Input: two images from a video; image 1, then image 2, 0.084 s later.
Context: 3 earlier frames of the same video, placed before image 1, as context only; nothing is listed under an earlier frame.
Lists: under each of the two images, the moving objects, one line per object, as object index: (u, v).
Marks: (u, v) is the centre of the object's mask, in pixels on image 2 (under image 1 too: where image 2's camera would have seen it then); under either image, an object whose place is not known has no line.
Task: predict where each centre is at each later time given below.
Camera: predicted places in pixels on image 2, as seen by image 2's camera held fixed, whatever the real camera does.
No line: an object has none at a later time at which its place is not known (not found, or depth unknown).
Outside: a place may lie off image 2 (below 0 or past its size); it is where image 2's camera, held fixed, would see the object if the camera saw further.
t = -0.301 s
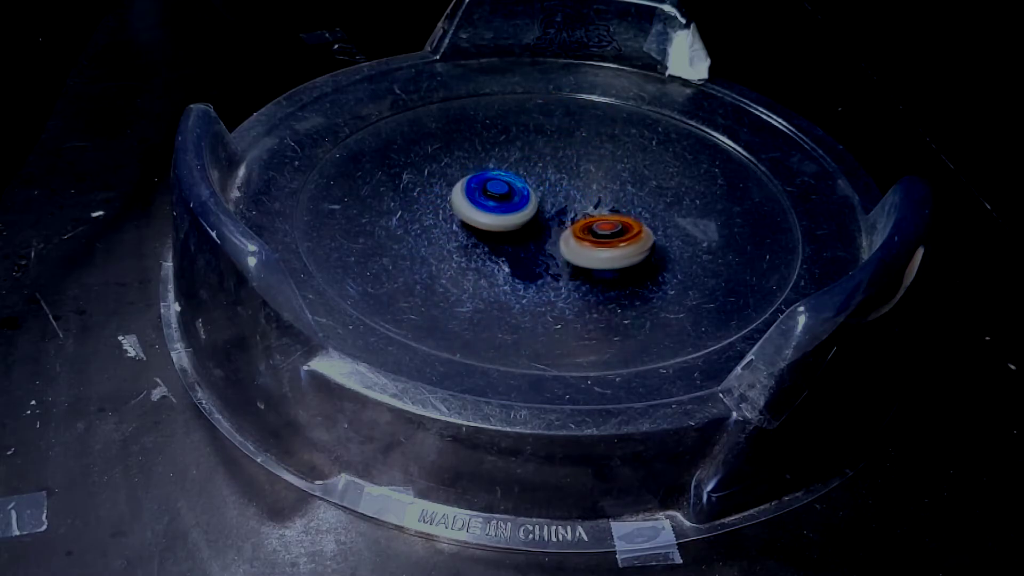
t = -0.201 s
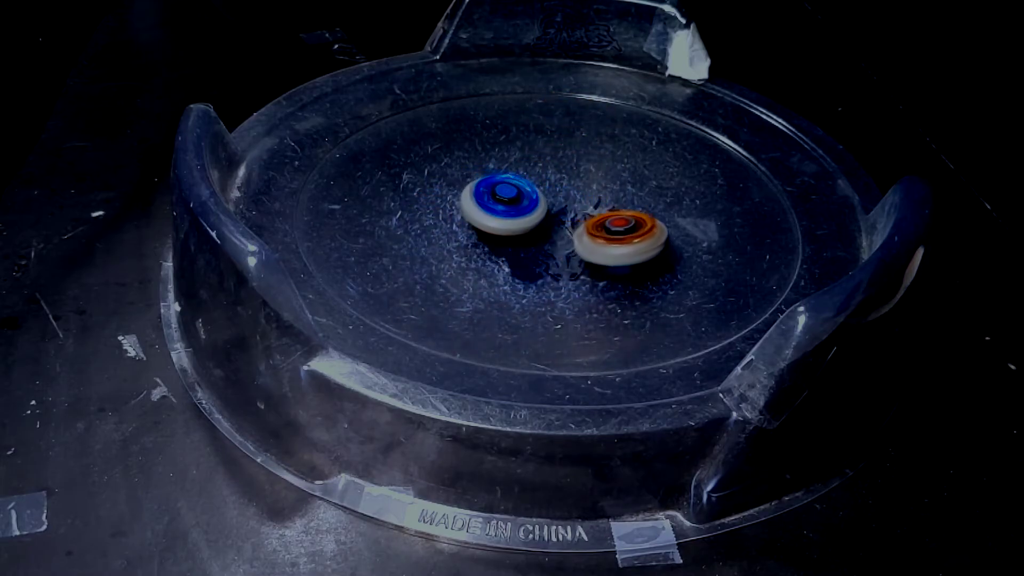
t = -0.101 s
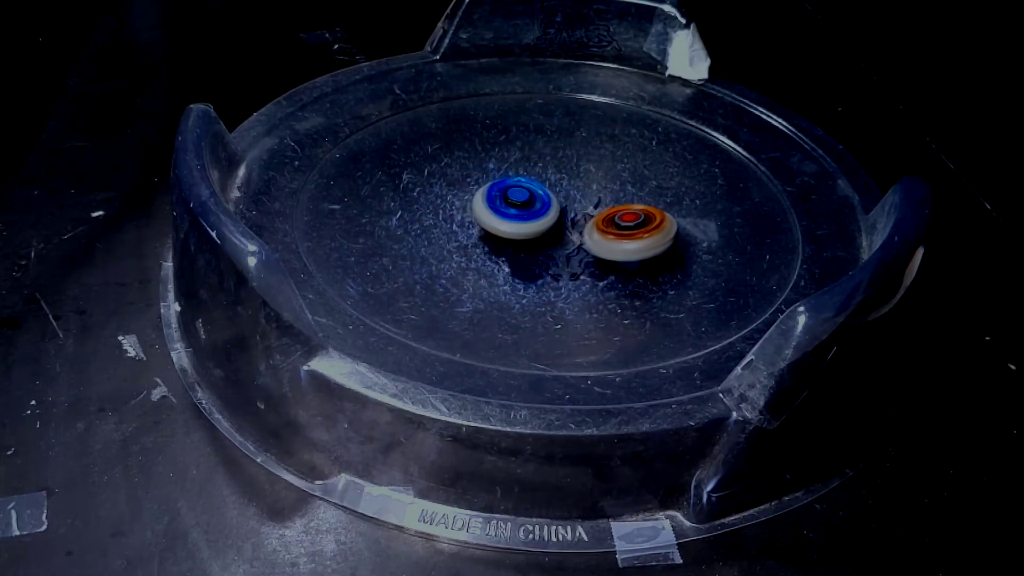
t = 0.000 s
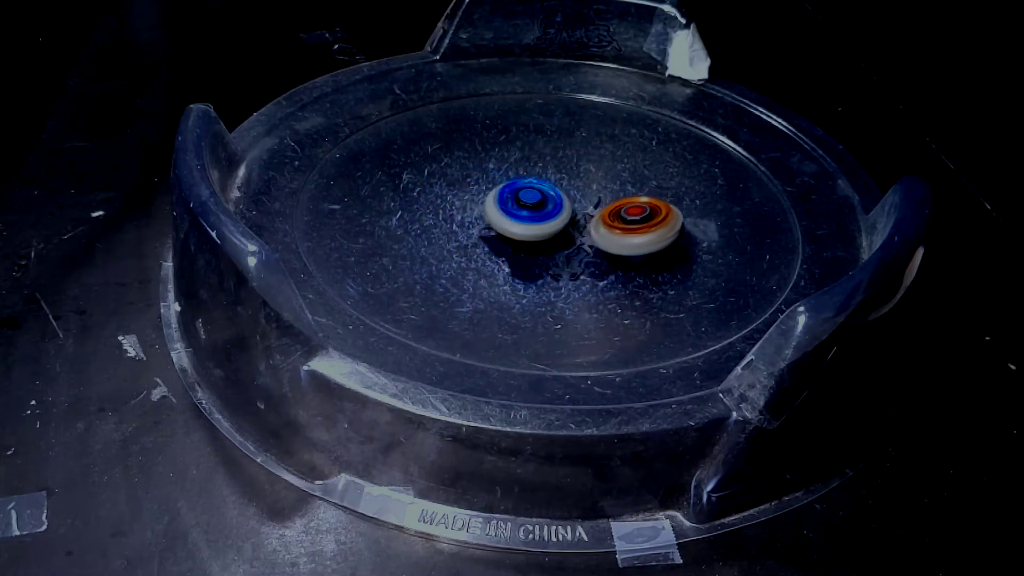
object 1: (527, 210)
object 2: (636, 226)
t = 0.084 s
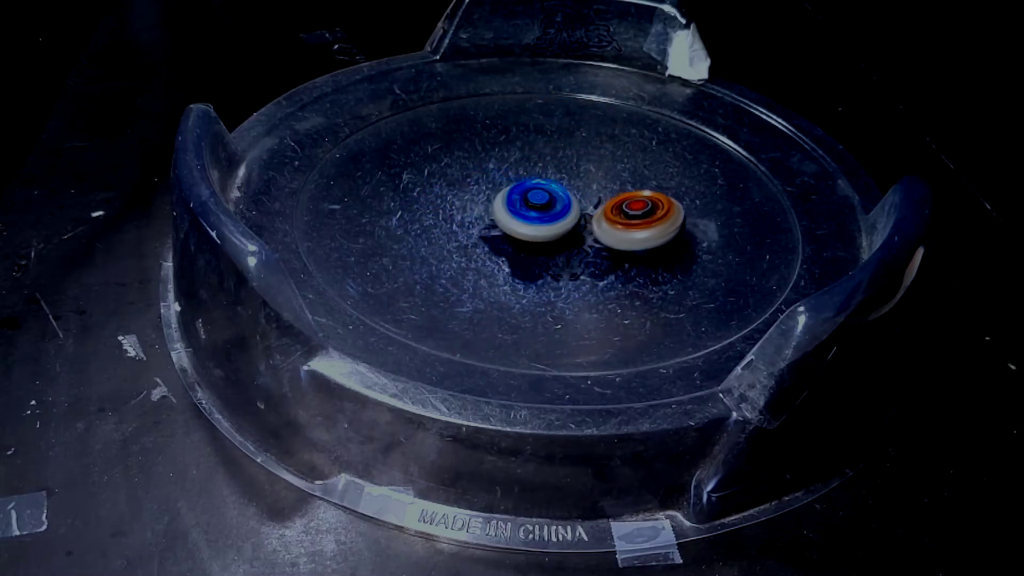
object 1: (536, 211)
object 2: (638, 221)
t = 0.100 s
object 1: (538, 211)
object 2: (638, 220)
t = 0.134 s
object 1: (541, 212)
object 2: (637, 217)
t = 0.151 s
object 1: (543, 212)
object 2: (637, 216)
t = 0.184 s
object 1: (534, 210)
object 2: (648, 213)
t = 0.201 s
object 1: (524, 209)
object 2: (659, 211)
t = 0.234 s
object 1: (509, 208)
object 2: (672, 209)
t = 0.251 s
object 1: (505, 207)
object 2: (674, 208)
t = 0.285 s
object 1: (502, 208)
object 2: (678, 207)
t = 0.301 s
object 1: (502, 209)
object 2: (679, 207)
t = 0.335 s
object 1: (502, 211)
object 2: (680, 207)
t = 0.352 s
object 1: (502, 212)
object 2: (680, 207)
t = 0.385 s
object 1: (503, 214)
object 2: (680, 207)
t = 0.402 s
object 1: (504, 215)
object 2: (680, 207)
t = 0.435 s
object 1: (505, 217)
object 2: (678, 207)
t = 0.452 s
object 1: (506, 218)
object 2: (675, 207)
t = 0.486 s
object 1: (508, 219)
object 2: (671, 207)
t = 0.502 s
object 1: (509, 220)
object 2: (668, 208)
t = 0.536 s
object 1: (511, 222)
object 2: (661, 208)
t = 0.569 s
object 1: (513, 223)
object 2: (655, 208)
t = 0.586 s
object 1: (514, 224)
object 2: (650, 208)
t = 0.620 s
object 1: (516, 225)
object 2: (642, 208)
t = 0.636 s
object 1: (517, 225)
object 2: (638, 208)
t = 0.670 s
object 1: (518, 226)
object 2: (630, 207)
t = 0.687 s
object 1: (519, 226)
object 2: (625, 207)
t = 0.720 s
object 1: (521, 227)
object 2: (616, 207)
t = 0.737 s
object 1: (522, 227)
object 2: (611, 207)
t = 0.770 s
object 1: (520, 229)
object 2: (605, 205)
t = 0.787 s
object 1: (507, 232)
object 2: (612, 200)
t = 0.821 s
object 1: (488, 236)
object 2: (622, 191)
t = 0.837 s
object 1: (482, 239)
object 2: (624, 187)
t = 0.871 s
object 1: (477, 241)
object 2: (623, 182)
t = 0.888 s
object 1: (476, 242)
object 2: (621, 180)
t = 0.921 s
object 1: (476, 244)
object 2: (618, 178)
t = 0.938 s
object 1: (477, 246)
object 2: (617, 178)
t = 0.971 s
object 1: (478, 247)
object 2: (612, 177)
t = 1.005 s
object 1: (480, 249)
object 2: (607, 176)
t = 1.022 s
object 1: (481, 250)
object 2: (605, 176)
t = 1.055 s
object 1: (484, 251)
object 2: (599, 176)
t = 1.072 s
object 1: (485, 252)
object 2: (596, 176)
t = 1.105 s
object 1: (487, 253)
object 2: (590, 177)
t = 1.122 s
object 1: (488, 253)
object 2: (587, 177)
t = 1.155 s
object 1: (491, 254)
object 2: (581, 177)
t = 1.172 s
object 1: (492, 254)
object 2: (577, 177)
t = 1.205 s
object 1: (495, 255)
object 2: (571, 178)
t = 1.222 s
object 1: (496, 255)
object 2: (568, 178)
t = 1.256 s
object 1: (499, 255)
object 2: (561, 178)
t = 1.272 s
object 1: (501, 255)
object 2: (558, 179)
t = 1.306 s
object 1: (504, 255)
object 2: (551, 180)
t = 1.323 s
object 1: (506, 255)
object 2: (548, 180)
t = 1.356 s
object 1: (509, 254)
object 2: (541, 181)
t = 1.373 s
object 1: (511, 254)
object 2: (538, 182)
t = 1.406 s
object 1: (515, 253)
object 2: (532, 183)
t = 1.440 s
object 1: (519, 252)
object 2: (525, 184)
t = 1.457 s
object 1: (520, 251)
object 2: (522, 184)
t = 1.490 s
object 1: (524, 249)
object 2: (516, 185)
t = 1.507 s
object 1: (525, 248)
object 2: (513, 186)
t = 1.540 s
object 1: (528, 245)
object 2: (507, 186)
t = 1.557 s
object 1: (529, 244)
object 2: (503, 187)
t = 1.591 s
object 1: (532, 241)
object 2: (497, 187)
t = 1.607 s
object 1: (533, 240)
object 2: (493, 187)
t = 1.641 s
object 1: (536, 237)
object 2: (487, 188)
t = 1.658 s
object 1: (541, 238)
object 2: (483, 187)
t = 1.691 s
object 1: (548, 240)
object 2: (475, 183)
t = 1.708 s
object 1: (551, 239)
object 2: (472, 182)
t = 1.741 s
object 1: (555, 238)
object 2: (467, 181)
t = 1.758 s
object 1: (557, 237)
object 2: (465, 181)
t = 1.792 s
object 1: (561, 235)
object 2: (462, 181)
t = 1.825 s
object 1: (565, 232)
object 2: (459, 182)
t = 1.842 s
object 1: (568, 230)
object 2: (457, 182)
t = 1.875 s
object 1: (571, 227)
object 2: (455, 183)
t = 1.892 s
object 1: (572, 225)
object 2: (453, 183)
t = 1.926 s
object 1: (575, 222)
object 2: (452, 184)
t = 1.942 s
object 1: (576, 220)
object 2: (451, 185)
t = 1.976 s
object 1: (577, 217)
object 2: (451, 186)
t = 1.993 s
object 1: (578, 216)
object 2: (451, 187)
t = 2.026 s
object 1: (579, 213)
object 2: (452, 188)
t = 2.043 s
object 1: (579, 211)
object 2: (453, 190)
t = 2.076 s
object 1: (579, 208)
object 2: (455, 192)
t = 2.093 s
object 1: (579, 207)
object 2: (456, 193)
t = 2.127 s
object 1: (578, 204)
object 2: (459, 196)
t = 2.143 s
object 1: (577, 203)
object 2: (460, 198)
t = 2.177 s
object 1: (576, 201)
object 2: (464, 201)
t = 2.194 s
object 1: (575, 200)
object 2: (467, 203)
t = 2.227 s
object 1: (574, 198)
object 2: (471, 206)
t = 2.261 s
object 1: (572, 196)
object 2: (475, 210)
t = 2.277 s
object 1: (571, 195)
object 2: (478, 212)
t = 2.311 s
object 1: (569, 193)
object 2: (482, 215)
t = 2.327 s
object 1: (568, 193)
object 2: (485, 217)
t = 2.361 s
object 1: (566, 193)
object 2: (490, 221)
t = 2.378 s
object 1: (564, 192)
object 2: (492, 222)
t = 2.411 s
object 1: (562, 192)
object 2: (498, 226)
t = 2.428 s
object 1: (561, 192)
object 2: (501, 228)
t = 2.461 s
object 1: (559, 192)
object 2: (507, 231)
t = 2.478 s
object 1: (558, 191)
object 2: (509, 233)
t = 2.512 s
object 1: (556, 192)
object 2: (515, 236)
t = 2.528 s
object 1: (555, 192)
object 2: (517, 238)
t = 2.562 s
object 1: (553, 192)
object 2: (522, 241)
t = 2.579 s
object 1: (553, 192)
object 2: (525, 242)
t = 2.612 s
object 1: (551, 193)
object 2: (530, 245)
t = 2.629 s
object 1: (551, 194)
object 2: (533, 246)
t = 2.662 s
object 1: (549, 195)
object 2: (538, 248)
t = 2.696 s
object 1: (548, 196)
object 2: (544, 250)
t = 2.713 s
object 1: (547, 197)
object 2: (546, 250)
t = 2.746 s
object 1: (545, 199)
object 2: (552, 252)
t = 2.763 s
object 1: (544, 199)
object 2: (555, 253)
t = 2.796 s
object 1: (542, 201)
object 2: (560, 254)
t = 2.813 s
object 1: (542, 202)
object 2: (563, 254)
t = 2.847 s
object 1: (540, 203)
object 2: (568, 255)
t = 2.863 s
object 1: (539, 204)
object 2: (570, 255)
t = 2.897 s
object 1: (538, 206)
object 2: (575, 256)
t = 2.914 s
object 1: (538, 206)
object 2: (577, 256)
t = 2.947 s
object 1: (537, 208)
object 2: (581, 256)
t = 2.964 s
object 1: (536, 209)
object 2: (582, 256)
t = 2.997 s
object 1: (535, 211)
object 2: (586, 256)
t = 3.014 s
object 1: (535, 212)
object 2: (588, 256)
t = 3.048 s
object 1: (534, 213)
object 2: (590, 255)
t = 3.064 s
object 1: (533, 214)
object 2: (592, 255)
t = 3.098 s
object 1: (532, 215)
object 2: (597, 255)
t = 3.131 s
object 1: (521, 207)
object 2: (609, 260)
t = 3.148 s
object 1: (518, 205)
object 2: (613, 261)
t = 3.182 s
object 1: (514, 203)
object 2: (618, 263)
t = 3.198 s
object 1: (512, 203)
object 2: (619, 263)
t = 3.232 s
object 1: (509, 203)
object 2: (621, 263)
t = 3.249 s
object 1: (507, 204)
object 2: (622, 263)
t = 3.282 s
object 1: (505, 204)
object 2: (623, 263)
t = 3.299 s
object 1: (503, 204)
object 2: (623, 262)
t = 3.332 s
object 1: (501, 204)
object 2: (623, 262)
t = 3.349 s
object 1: (501, 205)
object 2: (623, 261)
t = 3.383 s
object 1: (499, 205)
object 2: (622, 260)
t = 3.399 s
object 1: (498, 205)
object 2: (621, 258)
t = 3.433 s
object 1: (497, 205)
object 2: (620, 256)
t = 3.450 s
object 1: (496, 205)
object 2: (619, 255)
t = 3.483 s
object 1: (496, 206)
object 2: (616, 252)
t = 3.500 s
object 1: (495, 206)
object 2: (615, 251)
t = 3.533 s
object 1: (495, 206)
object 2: (612, 247)
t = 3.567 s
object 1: (495, 206)
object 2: (609, 244)
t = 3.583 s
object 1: (495, 207)
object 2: (608, 242)
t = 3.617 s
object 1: (495, 207)
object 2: (605, 238)
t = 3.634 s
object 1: (495, 207)
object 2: (603, 236)
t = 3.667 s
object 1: (495, 208)
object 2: (600, 233)
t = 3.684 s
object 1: (496, 208)
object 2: (598, 231)
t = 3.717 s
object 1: (496, 209)
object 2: (595, 227)
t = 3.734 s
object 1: (496, 209)
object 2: (593, 225)
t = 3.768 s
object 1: (497, 210)
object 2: (589, 221)
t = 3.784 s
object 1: (495, 209)
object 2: (590, 219)
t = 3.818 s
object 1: (485, 208)
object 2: (600, 215)
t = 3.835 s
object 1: (483, 208)
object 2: (602, 213)
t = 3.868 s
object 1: (483, 208)
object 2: (603, 210)
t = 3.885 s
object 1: (483, 208)
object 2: (602, 209)
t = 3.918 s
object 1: (482, 208)
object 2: (601, 206)
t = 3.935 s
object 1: (482, 209)
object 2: (600, 204)
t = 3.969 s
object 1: (481, 209)
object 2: (599, 201)
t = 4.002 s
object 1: (481, 209)
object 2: (597, 198)
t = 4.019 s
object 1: (482, 209)
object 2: (596, 197)
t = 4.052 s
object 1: (482, 210)
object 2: (594, 194)
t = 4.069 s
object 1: (483, 210)
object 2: (592, 193)
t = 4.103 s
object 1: (484, 210)
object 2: (590, 190)
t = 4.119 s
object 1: (485, 211)
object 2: (588, 189)
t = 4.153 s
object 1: (487, 212)
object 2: (585, 186)
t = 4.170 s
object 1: (488, 212)
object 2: (583, 186)
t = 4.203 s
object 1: (490, 213)
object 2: (580, 183)
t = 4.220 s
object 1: (491, 213)
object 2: (578, 183)
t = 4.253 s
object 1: (494, 214)
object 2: (574, 181)
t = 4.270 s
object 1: (495, 214)
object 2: (572, 180)
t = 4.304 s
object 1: (498, 215)
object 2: (569, 178)
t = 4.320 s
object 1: (500, 215)
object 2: (567, 178)
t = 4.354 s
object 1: (503, 216)
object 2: (564, 176)
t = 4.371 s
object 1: (505, 216)
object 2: (562, 176)
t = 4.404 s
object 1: (508, 217)
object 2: (559, 174)
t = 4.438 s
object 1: (511, 218)
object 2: (556, 173)
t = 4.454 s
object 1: (512, 219)
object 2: (555, 172)
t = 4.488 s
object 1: (514, 220)
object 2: (552, 170)
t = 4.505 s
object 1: (515, 221)
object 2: (550, 170)
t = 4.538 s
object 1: (519, 222)
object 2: (546, 169)
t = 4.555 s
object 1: (520, 222)
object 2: (544, 169)
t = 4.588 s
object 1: (524, 223)
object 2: (539, 169)
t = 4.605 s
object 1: (526, 224)
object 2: (537, 169)
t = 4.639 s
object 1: (530, 225)
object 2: (532, 169)
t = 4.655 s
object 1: (532, 227)
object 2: (529, 169)
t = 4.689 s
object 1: (535, 229)
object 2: (525, 168)
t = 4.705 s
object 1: (537, 230)
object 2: (523, 168)
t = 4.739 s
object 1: (540, 231)
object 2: (519, 167)
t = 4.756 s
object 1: (542, 232)
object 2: (518, 167)
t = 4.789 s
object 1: (546, 233)
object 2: (514, 168)
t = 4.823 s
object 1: (550, 234)
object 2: (511, 168)
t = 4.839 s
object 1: (551, 234)
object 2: (510, 169)
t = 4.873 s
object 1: (555, 235)
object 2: (507, 170)
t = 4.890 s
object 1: (557, 235)
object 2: (506, 170)
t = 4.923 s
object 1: (560, 236)
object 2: (503, 171)
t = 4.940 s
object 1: (561, 236)
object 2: (502, 172)
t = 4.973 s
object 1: (565, 237)
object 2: (499, 174)
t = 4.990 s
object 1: (566, 237)
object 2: (498, 175)
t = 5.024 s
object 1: (569, 237)
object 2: (497, 177)
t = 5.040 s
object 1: (570, 237)
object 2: (496, 179)
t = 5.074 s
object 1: (572, 237)
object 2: (496, 181)
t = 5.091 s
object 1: (574, 237)
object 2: (496, 183)
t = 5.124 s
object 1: (576, 237)
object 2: (496, 186)
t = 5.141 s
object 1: (577, 237)
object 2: (496, 187)
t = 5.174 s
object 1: (579, 237)
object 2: (496, 190)
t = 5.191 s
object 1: (580, 237)
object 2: (496, 191)
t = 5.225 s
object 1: (581, 236)
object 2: (496, 194)
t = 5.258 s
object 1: (583, 236)
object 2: (496, 197)
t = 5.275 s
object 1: (583, 236)
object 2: (496, 199)
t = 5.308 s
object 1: (584, 235)
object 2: (497, 202)
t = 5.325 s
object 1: (584, 235)
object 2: (497, 204)
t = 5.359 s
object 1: (584, 234)
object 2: (498, 207)
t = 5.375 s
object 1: (584, 233)
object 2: (498, 209)
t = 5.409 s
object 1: (586, 233)
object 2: (496, 212)
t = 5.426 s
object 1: (586, 232)
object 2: (496, 213)
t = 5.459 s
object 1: (591, 231)
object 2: (490, 214)
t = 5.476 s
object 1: (597, 232)
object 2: (484, 214)
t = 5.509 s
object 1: (601, 232)
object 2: (477, 215)
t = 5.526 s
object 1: (602, 231)
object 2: (475, 216)
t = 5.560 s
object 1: (603, 230)
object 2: (473, 217)
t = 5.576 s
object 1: (604, 229)
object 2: (472, 218)
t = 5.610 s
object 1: (605, 228)
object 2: (470, 219)
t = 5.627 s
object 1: (605, 228)
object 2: (470, 220)
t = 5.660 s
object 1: (605, 227)
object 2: (469, 221)
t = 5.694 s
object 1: (606, 225)
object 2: (469, 223)
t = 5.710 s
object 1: (606, 225)
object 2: (470, 224)
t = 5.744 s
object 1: (605, 224)
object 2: (470, 225)
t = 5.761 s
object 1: (605, 223)
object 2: (471, 226)
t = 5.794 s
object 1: (604, 222)
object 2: (473, 227)
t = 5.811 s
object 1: (604, 221)
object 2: (474, 228)
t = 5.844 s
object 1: (602, 220)
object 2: (477, 229)
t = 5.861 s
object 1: (601, 219)
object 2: (478, 230)
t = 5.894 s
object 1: (599, 218)
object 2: (483, 231)
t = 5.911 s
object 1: (598, 217)
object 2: (485, 232)
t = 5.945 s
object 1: (596, 216)
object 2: (490, 233)
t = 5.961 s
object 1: (595, 215)
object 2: (492, 233)
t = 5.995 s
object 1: (592, 214)
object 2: (497, 234)
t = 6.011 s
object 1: (590, 213)
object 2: (500, 234)
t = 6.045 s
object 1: (587, 212)
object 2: (505, 235)
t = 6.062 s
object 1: (586, 211)
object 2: (508, 236)
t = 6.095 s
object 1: (585, 209)
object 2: (510, 238)
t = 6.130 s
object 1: (584, 207)
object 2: (513, 239)
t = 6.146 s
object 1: (582, 206)
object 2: (514, 240)
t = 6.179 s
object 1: (579, 205)
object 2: (518, 241)
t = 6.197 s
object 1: (577, 204)
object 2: (520, 242)
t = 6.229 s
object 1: (575, 202)
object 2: (524, 242)
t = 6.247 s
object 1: (573, 201)
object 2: (525, 242)
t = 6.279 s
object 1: (570, 200)
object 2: (529, 243)
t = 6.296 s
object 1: (569, 199)
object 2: (531, 243)
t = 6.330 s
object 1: (566, 197)
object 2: (534, 245)
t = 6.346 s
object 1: (564, 196)
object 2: (536, 246)
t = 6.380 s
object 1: (560, 195)
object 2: (539, 246)
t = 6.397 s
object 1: (558, 194)
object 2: (542, 247)
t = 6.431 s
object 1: (555, 193)
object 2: (545, 247)
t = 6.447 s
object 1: (555, 192)
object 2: (547, 247)
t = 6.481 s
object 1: (551, 191)
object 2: (550, 247)
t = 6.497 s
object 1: (550, 190)
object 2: (551, 247)
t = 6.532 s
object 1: (547, 190)
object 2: (554, 246)
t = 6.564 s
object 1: (544, 189)
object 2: (558, 246)
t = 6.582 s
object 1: (543, 188)
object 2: (559, 245)
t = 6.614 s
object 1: (540, 188)
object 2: (562, 244)
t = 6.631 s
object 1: (539, 188)
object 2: (564, 244)
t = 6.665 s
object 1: (537, 187)
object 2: (567, 242)
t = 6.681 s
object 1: (535, 187)
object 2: (568, 242)
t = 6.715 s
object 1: (533, 187)
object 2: (571, 241)
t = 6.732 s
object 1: (532, 187)
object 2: (572, 240)
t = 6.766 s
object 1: (530, 186)
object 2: (575, 238)
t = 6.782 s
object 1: (529, 186)
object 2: (576, 237)
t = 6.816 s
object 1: (527, 186)
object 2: (577, 236)
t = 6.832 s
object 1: (526, 186)
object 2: (578, 235)
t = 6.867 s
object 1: (523, 186)
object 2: (579, 233)
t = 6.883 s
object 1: (522, 186)
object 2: (580, 232)
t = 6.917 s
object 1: (520, 186)
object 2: (581, 230)
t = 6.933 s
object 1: (519, 186)
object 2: (582, 229)
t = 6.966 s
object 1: (517, 186)
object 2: (582, 227)
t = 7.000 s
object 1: (514, 187)
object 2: (583, 225)
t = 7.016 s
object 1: (513, 187)
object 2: (583, 224)
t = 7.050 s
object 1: (511, 188)
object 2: (583, 222)
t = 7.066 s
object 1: (510, 189)
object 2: (583, 221)
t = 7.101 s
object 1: (500, 185)
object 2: (592, 222)
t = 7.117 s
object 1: (497, 185)
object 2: (596, 222)
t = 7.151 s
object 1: (494, 185)
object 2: (600, 221)
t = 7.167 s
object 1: (493, 185)
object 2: (601, 221)
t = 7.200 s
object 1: (491, 186)
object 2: (603, 221)
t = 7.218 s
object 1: (490, 187)
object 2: (603, 220)
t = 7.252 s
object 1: (488, 188)
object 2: (605, 219)
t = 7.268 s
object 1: (487, 188)
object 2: (605, 219)
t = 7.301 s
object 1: (486, 189)
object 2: (605, 219)
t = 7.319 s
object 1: (486, 190)
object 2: (605, 218)
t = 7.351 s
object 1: (485, 191)
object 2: (605, 218)
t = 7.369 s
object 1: (485, 191)
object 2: (605, 218)
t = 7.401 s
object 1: (484, 192)
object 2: (604, 217)
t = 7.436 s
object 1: (483, 193)
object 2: (602, 217)
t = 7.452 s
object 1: (483, 194)
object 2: (601, 217)
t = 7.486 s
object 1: (483, 195)
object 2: (598, 216)
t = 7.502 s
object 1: (483, 195)
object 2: (597, 215)
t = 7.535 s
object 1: (483, 197)
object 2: (594, 215)
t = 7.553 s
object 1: (483, 197)
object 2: (592, 214)
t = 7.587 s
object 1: (483, 199)
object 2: (588, 214)
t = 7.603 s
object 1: (483, 200)
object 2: (586, 213)
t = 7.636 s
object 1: (484, 201)
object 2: (581, 212)
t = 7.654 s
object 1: (484, 202)
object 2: (579, 212)
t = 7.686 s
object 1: (481, 203)
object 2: (577, 211)
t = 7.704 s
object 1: (474, 203)
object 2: (583, 211)
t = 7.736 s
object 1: (468, 204)
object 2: (588, 210)
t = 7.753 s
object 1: (468, 205)
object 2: (588, 209)
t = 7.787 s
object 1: (467, 206)
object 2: (587, 209)
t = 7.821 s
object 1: (467, 208)
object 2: (585, 209)
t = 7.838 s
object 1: (467, 209)
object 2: (585, 209)
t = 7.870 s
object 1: (467, 211)
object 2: (583, 209)
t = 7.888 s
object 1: (467, 211)
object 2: (582, 208)
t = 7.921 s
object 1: (467, 213)
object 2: (580, 208)
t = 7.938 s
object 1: (467, 214)
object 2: (579, 209)
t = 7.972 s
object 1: (468, 216)
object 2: (576, 209)
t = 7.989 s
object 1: (469, 217)
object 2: (574, 209)
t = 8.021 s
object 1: (470, 218)
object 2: (571, 209)
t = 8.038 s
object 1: (470, 219)
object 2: (569, 209)
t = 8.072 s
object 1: (472, 221)
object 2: (565, 209)
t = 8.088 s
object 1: (472, 221)
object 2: (563, 209)
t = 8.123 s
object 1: (474, 223)
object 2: (560, 208)
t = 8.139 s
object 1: (474, 224)
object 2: (558, 208)
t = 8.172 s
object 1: (472, 227)
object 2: (558, 206)
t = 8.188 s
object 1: (472, 228)
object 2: (557, 206)
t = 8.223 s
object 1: (474, 229)
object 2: (556, 205)
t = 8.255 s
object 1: (477, 231)
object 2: (555, 205)
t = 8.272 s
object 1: (478, 232)
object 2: (554, 205)
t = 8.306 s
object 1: (481, 233)
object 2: (554, 204)
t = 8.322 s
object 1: (482, 234)
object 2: (553, 204)
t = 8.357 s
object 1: (484, 235)
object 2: (552, 203)
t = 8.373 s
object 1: (483, 236)
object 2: (552, 202)
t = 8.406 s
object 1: (476, 242)
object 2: (559, 197)
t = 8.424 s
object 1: (475, 244)
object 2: (560, 195)
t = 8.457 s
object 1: (476, 245)
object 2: (563, 194)
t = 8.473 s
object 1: (477, 247)
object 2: (564, 193)
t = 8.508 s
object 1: (480, 248)
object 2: (567, 192)
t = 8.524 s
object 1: (481, 249)
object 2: (568, 192)
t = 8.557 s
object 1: (484, 251)
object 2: (570, 191)
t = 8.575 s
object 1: (485, 251)
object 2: (571, 191)
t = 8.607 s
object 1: (487, 252)
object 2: (573, 191)
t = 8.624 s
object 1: (487, 252)
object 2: (573, 191)
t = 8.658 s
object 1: (489, 252)
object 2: (572, 192)
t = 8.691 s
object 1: (490, 253)
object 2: (573, 193)
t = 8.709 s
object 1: (491, 253)
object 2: (573, 193)
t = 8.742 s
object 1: (493, 253)
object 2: (573, 195)
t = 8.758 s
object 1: (494, 253)
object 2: (573, 195)
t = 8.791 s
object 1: (496, 254)
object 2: (571, 197)
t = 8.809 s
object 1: (497, 254)
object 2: (570, 198)
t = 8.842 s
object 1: (499, 255)
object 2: (567, 200)
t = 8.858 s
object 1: (500, 255)
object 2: (566, 201)
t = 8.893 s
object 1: (503, 255)
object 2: (563, 202)
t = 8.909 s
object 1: (504, 255)
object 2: (562, 203)
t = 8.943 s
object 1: (507, 255)
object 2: (559, 204)
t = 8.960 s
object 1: (508, 255)
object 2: (558, 205)
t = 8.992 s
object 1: (510, 255)
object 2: (554, 206)
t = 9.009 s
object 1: (511, 255)
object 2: (553, 206)
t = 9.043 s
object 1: (515, 256)
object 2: (550, 207)
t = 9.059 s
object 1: (516, 255)
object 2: (549, 207)
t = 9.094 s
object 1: (516, 261)
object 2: (547, 204)
